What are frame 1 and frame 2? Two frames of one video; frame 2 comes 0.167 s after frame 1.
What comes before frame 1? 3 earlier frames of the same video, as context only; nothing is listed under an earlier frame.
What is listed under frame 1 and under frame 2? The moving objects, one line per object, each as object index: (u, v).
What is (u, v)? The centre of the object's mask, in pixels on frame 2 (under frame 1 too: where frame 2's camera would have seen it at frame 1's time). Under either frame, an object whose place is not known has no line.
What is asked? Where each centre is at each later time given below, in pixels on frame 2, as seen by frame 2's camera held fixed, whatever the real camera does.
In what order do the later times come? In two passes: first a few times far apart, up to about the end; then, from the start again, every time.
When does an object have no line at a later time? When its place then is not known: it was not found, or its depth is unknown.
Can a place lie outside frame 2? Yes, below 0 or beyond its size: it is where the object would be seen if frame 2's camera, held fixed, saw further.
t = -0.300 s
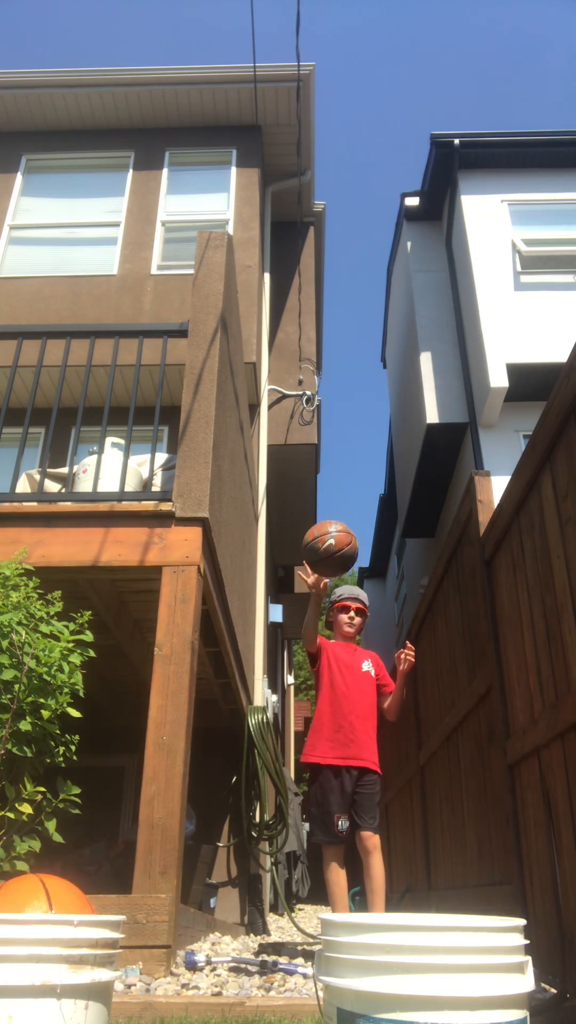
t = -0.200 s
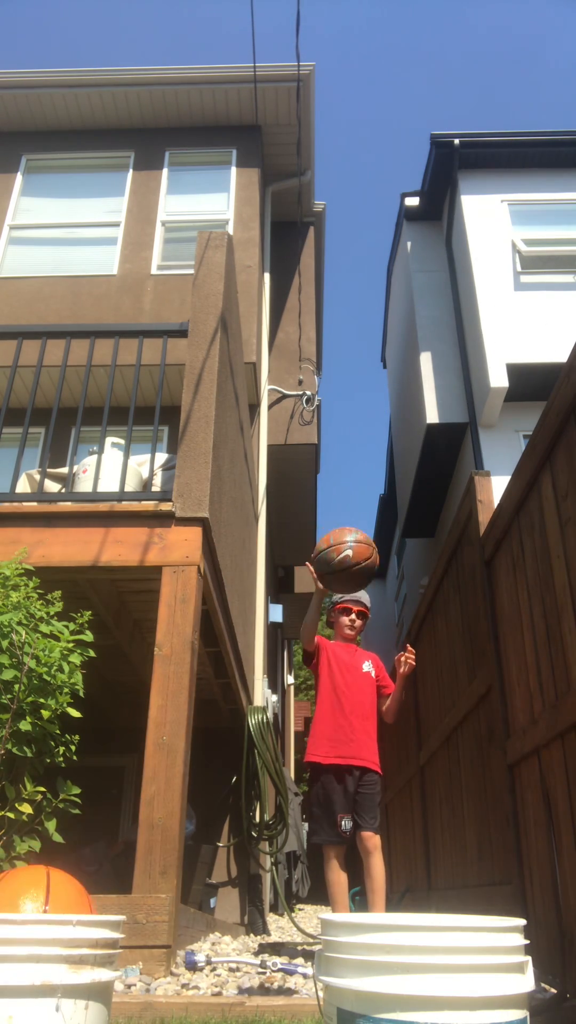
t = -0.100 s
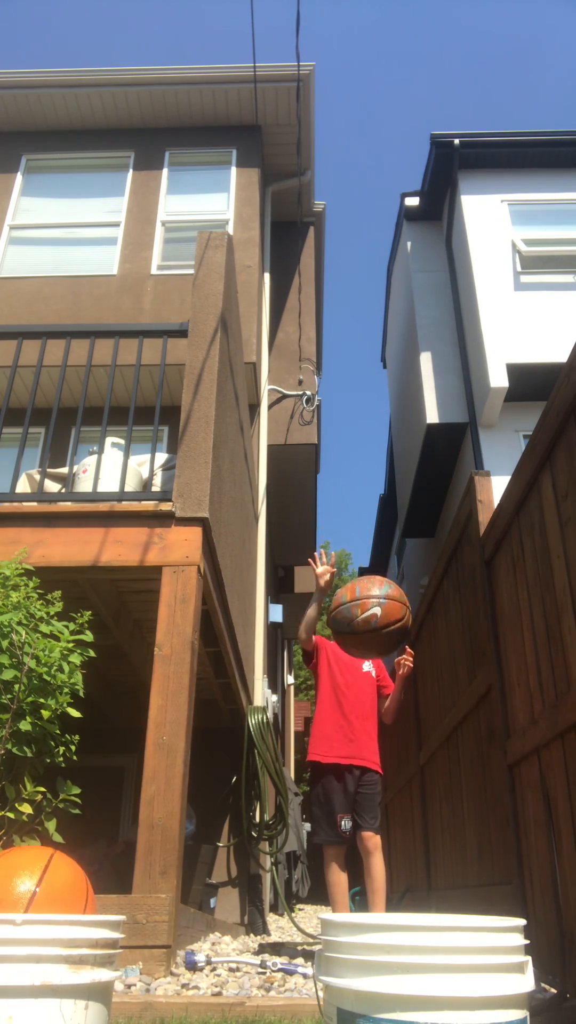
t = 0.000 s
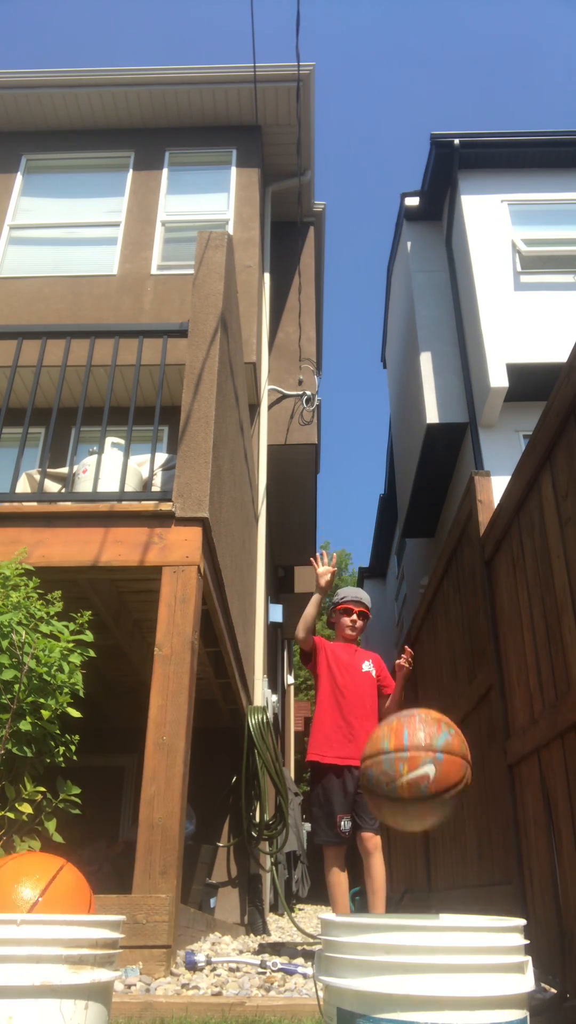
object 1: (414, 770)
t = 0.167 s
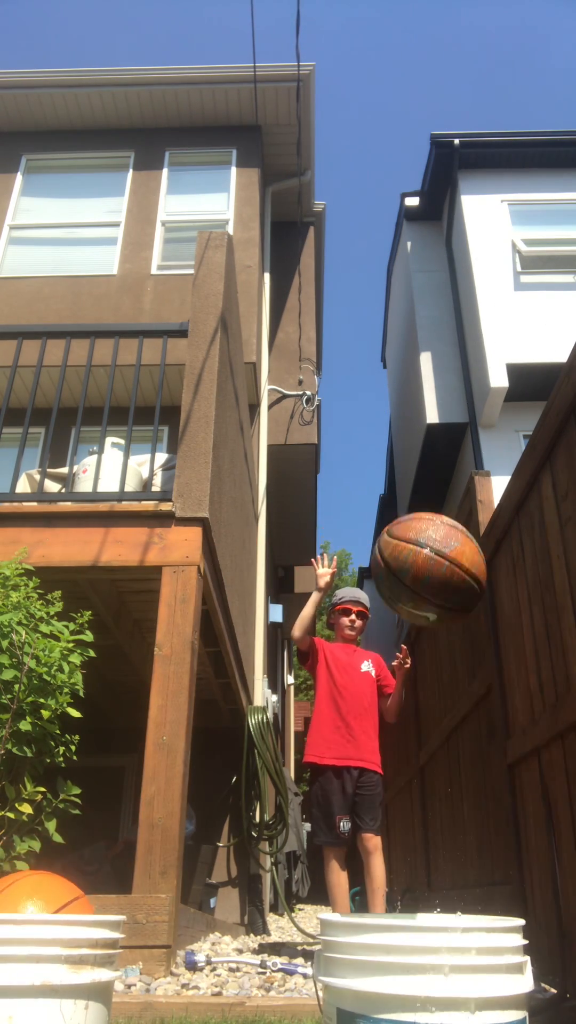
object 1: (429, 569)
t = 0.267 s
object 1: (426, 443)
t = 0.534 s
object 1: (446, 358)
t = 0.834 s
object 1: (527, 751)
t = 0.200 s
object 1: (427, 519)
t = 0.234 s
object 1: (426, 478)
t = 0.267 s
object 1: (426, 443)
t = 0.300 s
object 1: (427, 414)
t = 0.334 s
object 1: (428, 392)
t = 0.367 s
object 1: (429, 374)
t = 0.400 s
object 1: (431, 361)
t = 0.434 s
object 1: (434, 353)
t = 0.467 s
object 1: (438, 350)
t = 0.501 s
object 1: (441, 351)
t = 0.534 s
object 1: (446, 358)
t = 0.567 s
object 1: (452, 370)
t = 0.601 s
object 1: (458, 388)
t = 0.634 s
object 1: (465, 411)
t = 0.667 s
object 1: (473, 441)
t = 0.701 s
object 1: (482, 480)
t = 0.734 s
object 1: (494, 528)
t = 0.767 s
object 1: (508, 587)
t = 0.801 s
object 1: (518, 661)
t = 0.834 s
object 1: (527, 751)
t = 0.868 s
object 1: (536, 862)
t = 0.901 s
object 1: (545, 973)
